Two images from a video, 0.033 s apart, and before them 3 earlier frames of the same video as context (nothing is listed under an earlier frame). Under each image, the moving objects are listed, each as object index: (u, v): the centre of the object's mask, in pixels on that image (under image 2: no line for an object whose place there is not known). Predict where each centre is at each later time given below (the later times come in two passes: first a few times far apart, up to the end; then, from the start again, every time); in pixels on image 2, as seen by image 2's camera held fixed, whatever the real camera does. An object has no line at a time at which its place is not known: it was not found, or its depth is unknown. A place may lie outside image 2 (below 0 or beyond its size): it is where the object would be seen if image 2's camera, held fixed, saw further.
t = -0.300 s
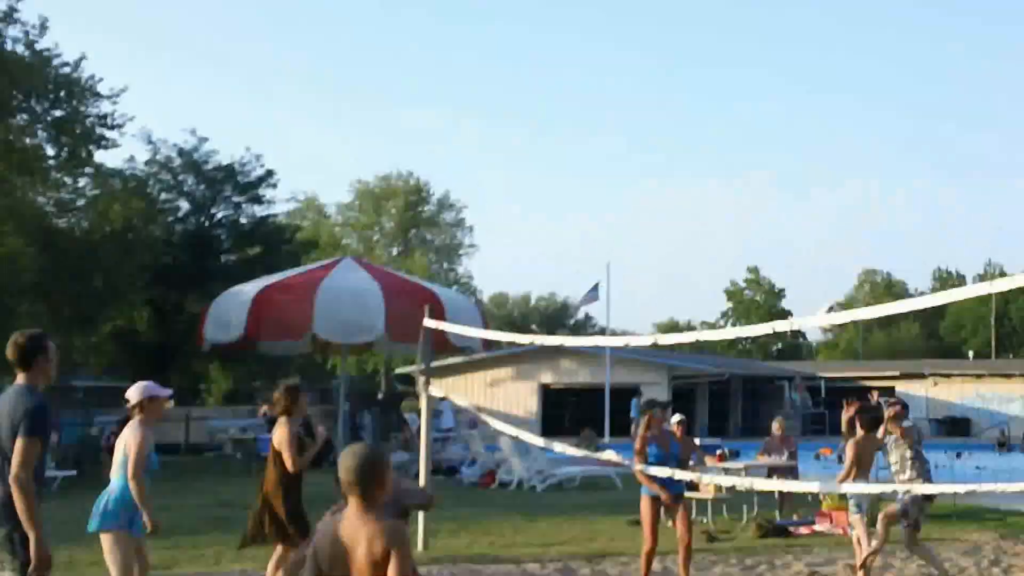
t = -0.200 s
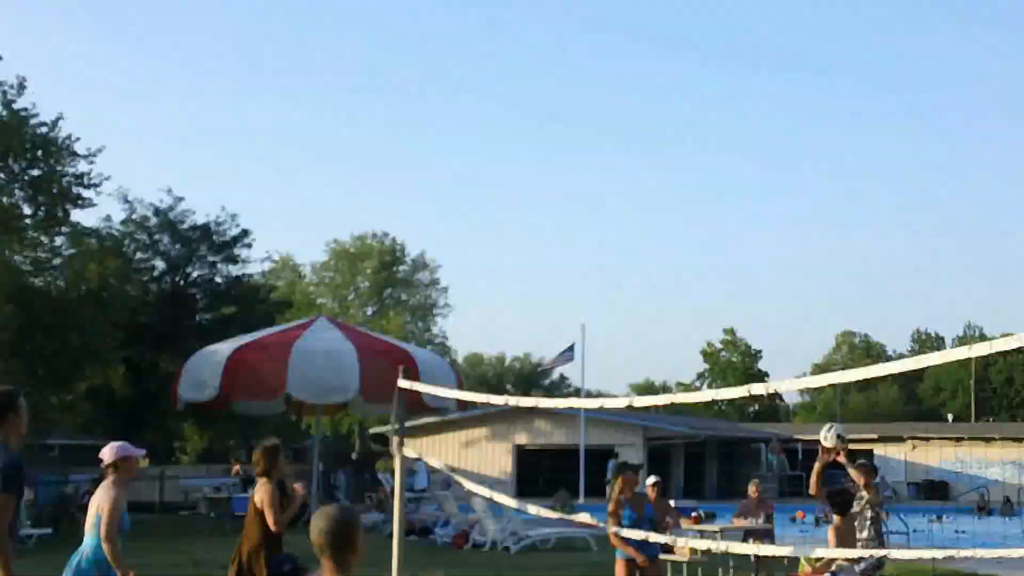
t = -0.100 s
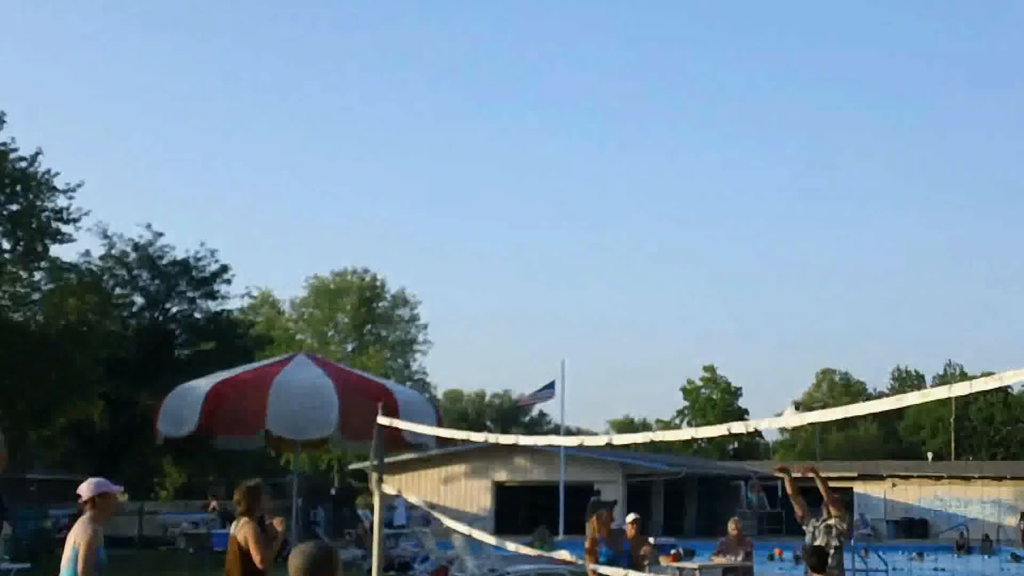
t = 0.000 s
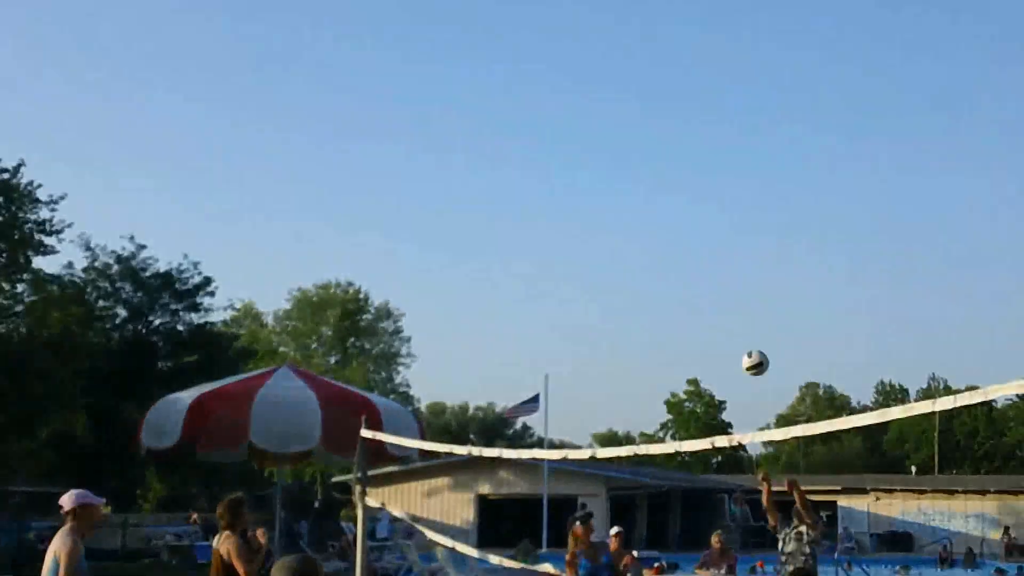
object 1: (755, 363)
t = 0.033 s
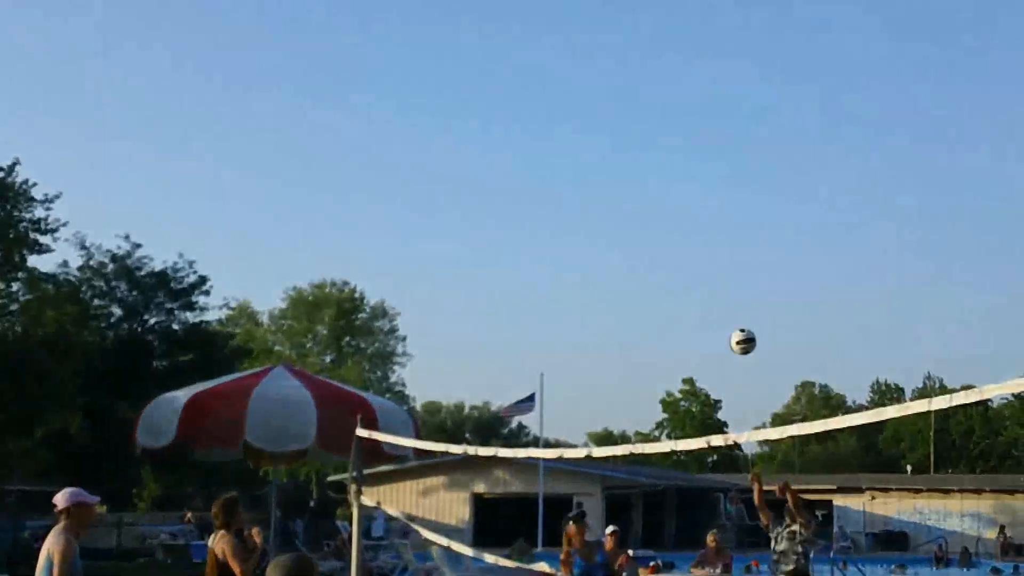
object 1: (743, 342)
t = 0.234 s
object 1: (692, 238)
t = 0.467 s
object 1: (625, 171)
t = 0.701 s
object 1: (547, 177)
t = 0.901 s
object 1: (468, 253)
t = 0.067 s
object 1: (735, 322)
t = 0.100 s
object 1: (726, 303)
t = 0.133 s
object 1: (718, 285)
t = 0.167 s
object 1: (710, 268)
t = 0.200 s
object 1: (701, 252)
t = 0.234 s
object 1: (692, 238)
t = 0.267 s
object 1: (683, 224)
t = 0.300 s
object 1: (674, 212)
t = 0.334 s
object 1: (665, 201)
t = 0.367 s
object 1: (655, 191)
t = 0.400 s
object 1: (645, 182)
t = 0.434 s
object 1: (636, 176)
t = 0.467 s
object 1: (625, 171)
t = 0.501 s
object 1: (615, 167)
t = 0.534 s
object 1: (604, 165)
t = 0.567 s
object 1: (594, 164)
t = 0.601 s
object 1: (583, 165)
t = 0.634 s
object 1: (571, 167)
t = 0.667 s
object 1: (559, 171)
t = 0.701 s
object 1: (547, 177)
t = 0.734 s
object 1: (535, 185)
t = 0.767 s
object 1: (522, 194)
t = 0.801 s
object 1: (509, 206)
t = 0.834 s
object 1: (496, 220)
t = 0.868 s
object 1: (482, 236)
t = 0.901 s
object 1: (468, 253)
